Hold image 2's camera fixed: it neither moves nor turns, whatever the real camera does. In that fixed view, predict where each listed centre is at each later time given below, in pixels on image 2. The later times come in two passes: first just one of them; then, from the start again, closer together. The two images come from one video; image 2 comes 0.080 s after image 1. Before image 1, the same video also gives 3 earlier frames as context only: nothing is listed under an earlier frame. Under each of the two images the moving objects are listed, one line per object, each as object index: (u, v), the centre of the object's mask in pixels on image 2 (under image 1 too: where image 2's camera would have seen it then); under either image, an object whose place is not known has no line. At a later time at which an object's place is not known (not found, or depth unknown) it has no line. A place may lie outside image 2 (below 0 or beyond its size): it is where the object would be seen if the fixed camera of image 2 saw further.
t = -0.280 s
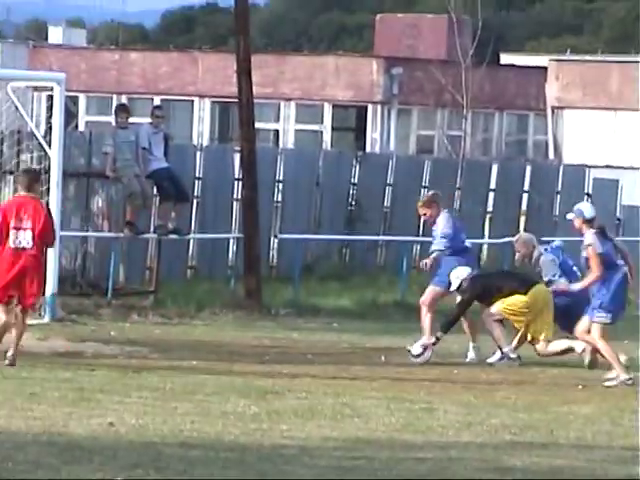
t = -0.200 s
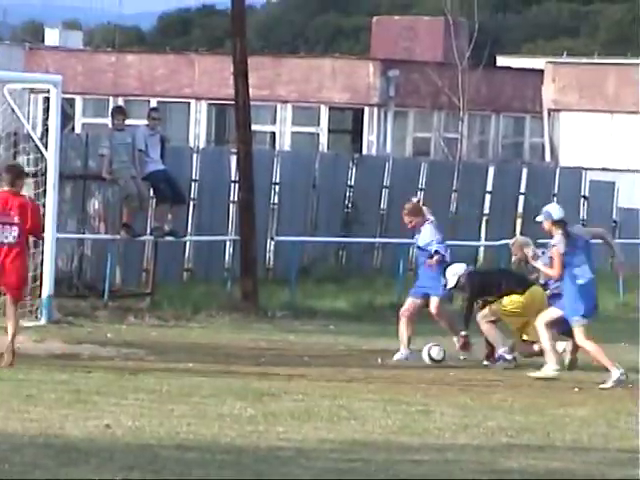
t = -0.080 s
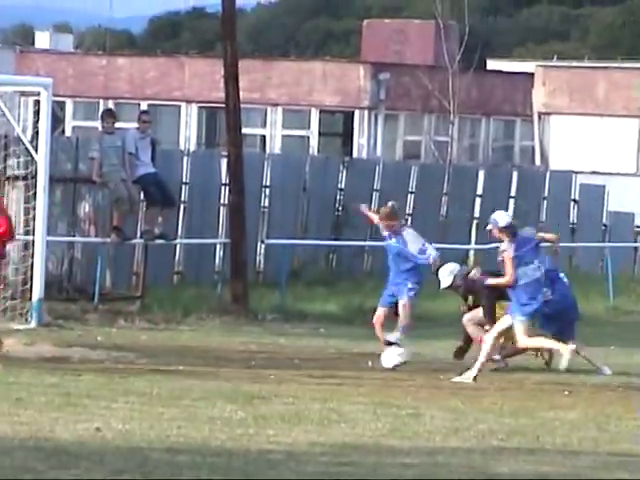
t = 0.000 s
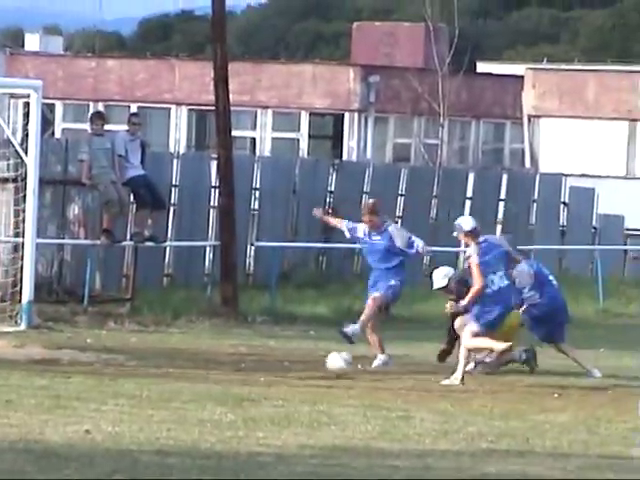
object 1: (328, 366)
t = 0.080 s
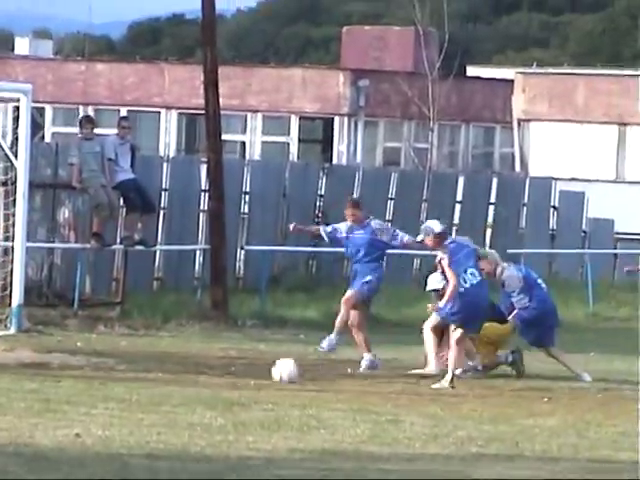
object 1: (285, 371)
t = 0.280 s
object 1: (193, 371)
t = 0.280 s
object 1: (193, 371)
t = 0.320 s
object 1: (172, 373)
